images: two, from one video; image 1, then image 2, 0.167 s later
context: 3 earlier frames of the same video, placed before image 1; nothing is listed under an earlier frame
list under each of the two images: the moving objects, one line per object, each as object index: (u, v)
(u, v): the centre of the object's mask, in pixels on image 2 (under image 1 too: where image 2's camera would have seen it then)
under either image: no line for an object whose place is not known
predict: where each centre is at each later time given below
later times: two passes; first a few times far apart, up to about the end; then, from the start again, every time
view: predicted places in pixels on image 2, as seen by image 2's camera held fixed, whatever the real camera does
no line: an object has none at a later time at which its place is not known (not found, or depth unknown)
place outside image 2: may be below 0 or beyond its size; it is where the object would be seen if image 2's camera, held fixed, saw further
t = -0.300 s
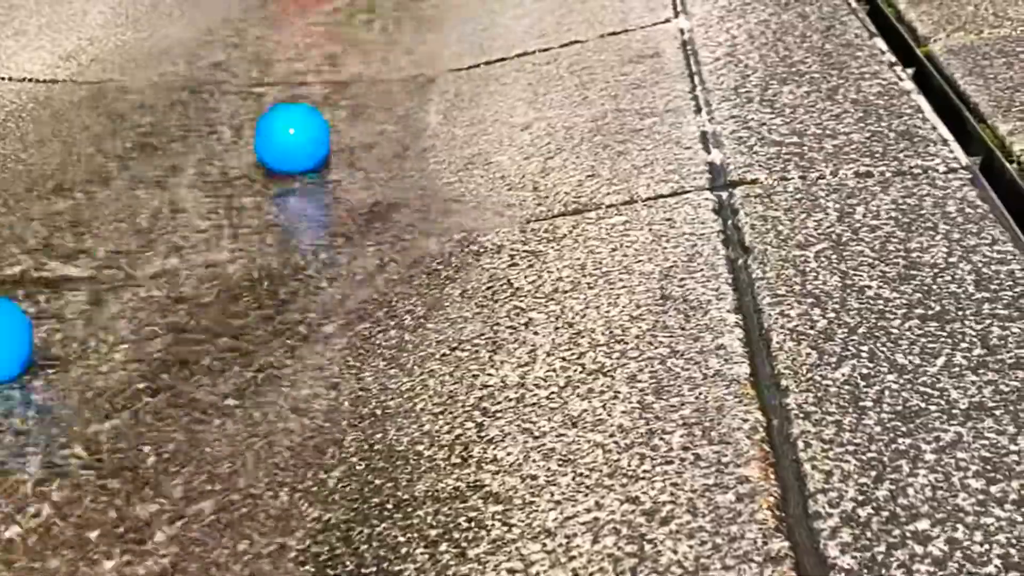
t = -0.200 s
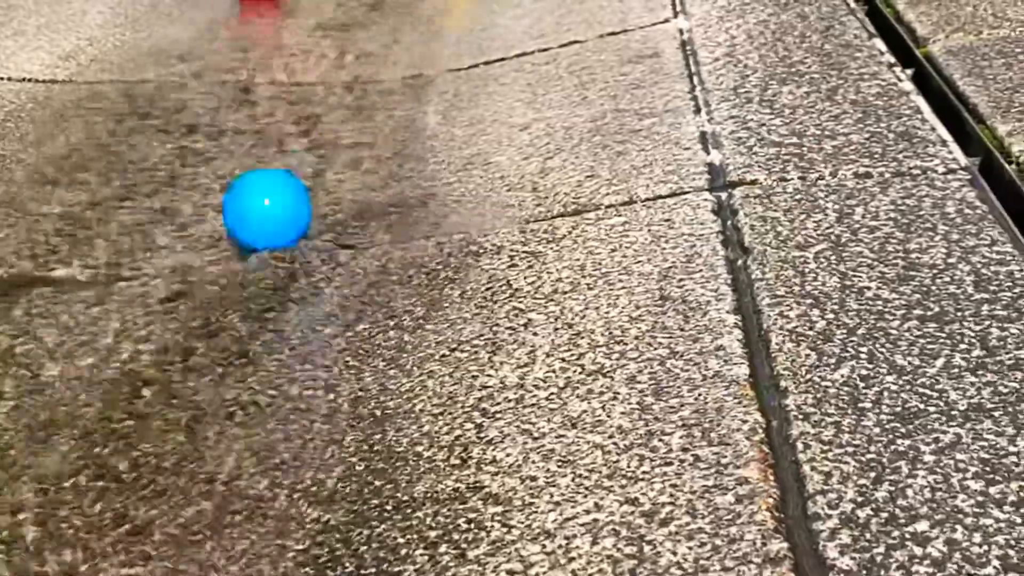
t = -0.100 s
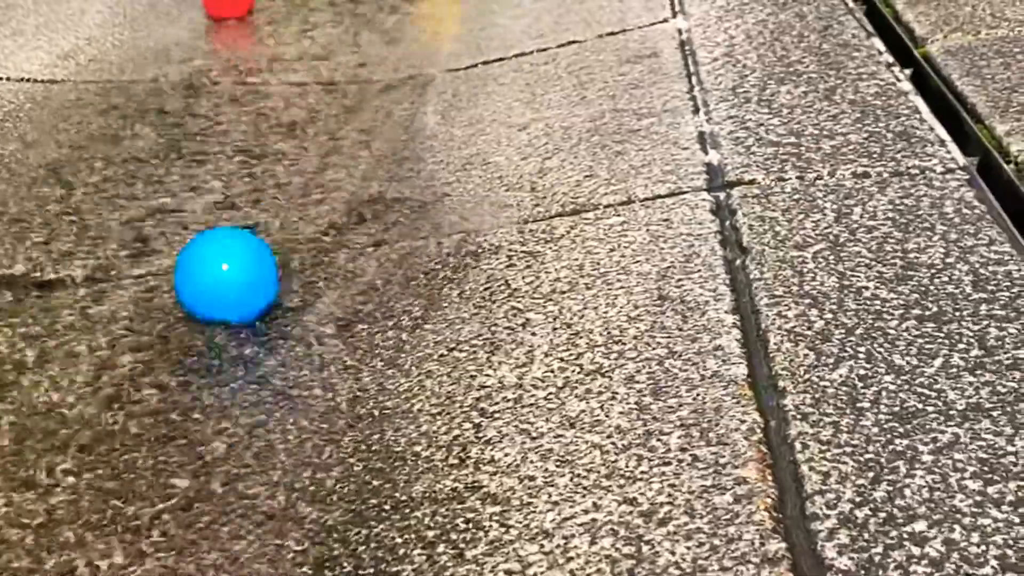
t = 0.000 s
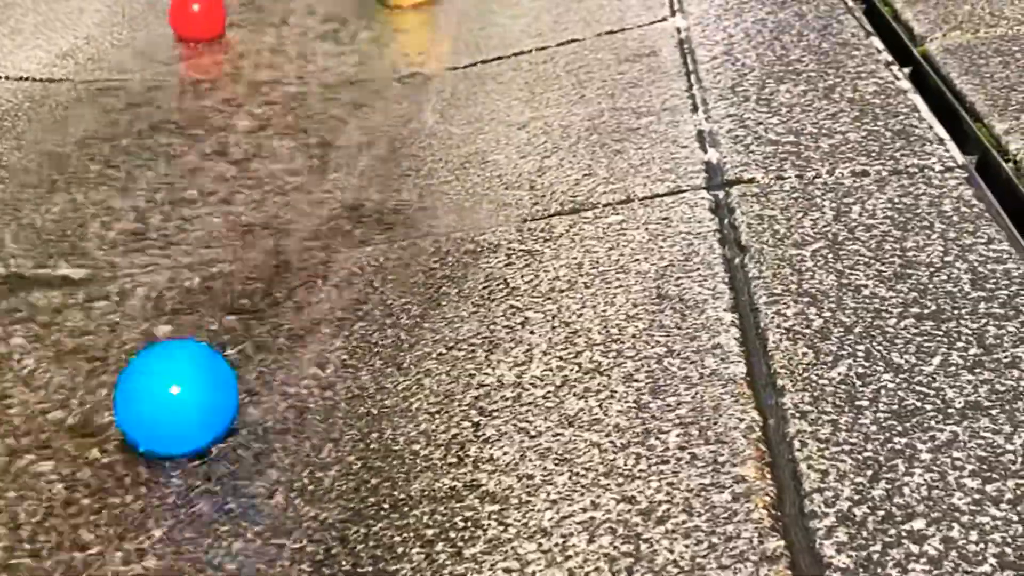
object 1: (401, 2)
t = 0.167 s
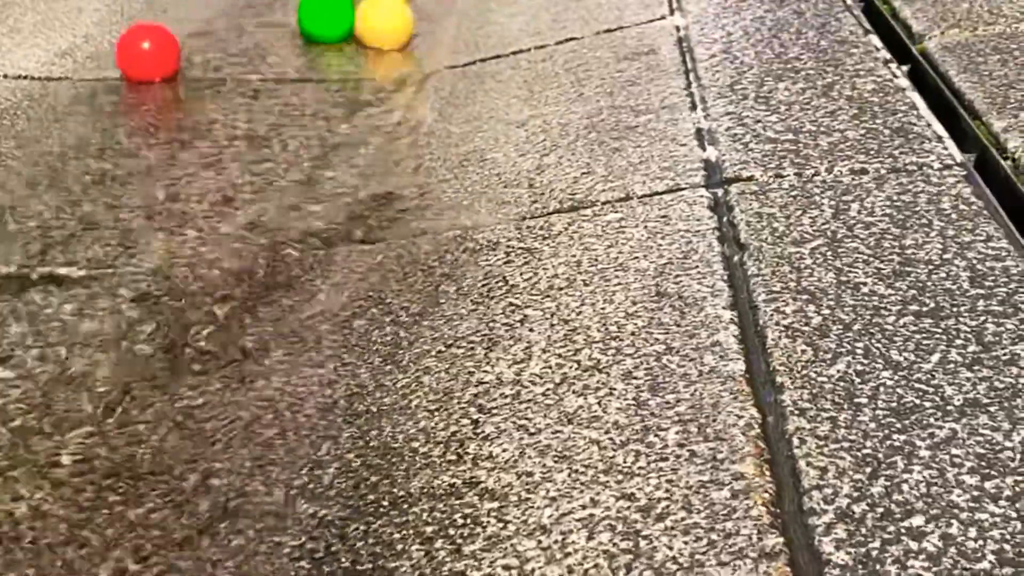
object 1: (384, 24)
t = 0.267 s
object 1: (369, 49)
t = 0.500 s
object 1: (320, 141)
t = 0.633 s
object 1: (293, 208)
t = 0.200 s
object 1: (377, 30)
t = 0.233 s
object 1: (373, 40)
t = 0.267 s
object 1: (369, 49)
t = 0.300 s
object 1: (360, 56)
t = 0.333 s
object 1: (352, 68)
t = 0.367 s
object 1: (344, 81)
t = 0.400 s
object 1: (337, 95)
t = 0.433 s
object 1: (330, 110)
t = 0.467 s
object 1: (325, 125)
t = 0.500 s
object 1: (320, 141)
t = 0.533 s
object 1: (315, 157)
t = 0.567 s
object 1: (309, 176)
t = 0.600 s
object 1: (302, 195)
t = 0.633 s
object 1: (293, 208)
